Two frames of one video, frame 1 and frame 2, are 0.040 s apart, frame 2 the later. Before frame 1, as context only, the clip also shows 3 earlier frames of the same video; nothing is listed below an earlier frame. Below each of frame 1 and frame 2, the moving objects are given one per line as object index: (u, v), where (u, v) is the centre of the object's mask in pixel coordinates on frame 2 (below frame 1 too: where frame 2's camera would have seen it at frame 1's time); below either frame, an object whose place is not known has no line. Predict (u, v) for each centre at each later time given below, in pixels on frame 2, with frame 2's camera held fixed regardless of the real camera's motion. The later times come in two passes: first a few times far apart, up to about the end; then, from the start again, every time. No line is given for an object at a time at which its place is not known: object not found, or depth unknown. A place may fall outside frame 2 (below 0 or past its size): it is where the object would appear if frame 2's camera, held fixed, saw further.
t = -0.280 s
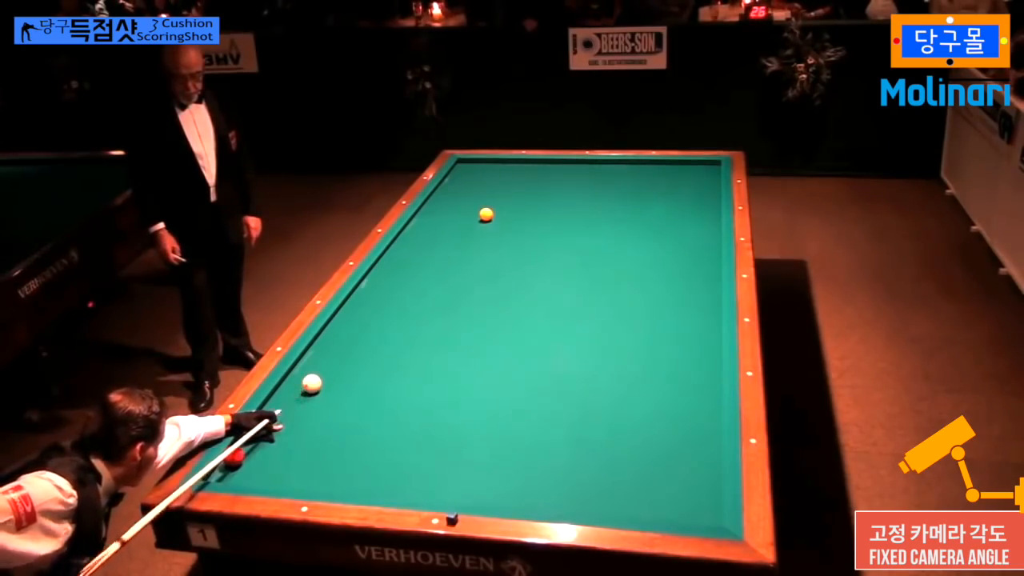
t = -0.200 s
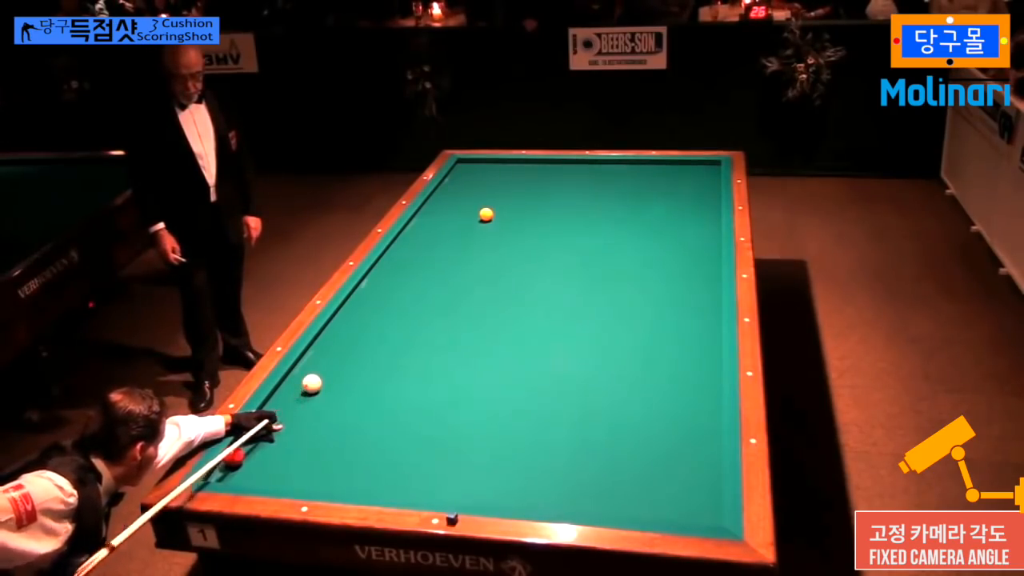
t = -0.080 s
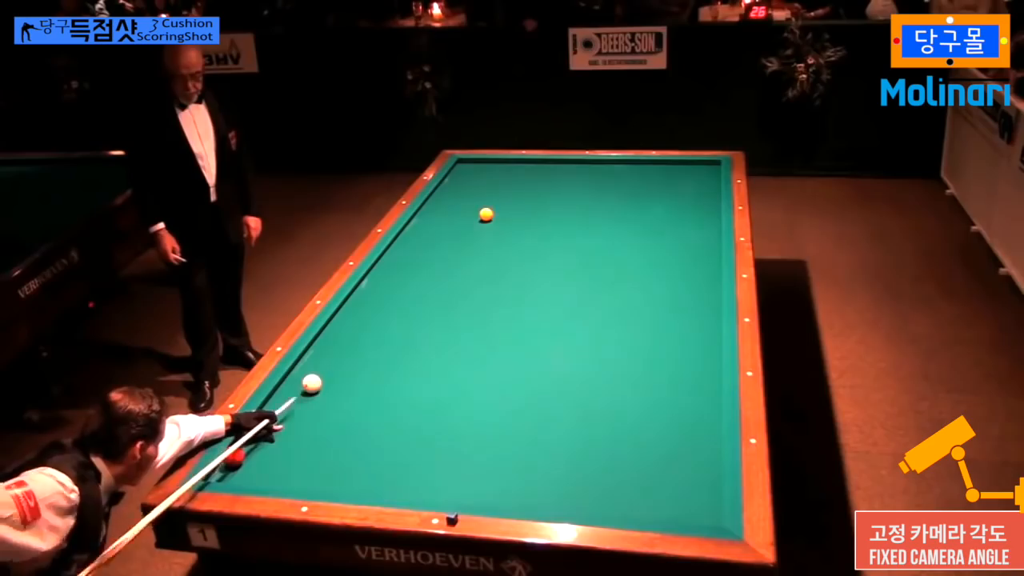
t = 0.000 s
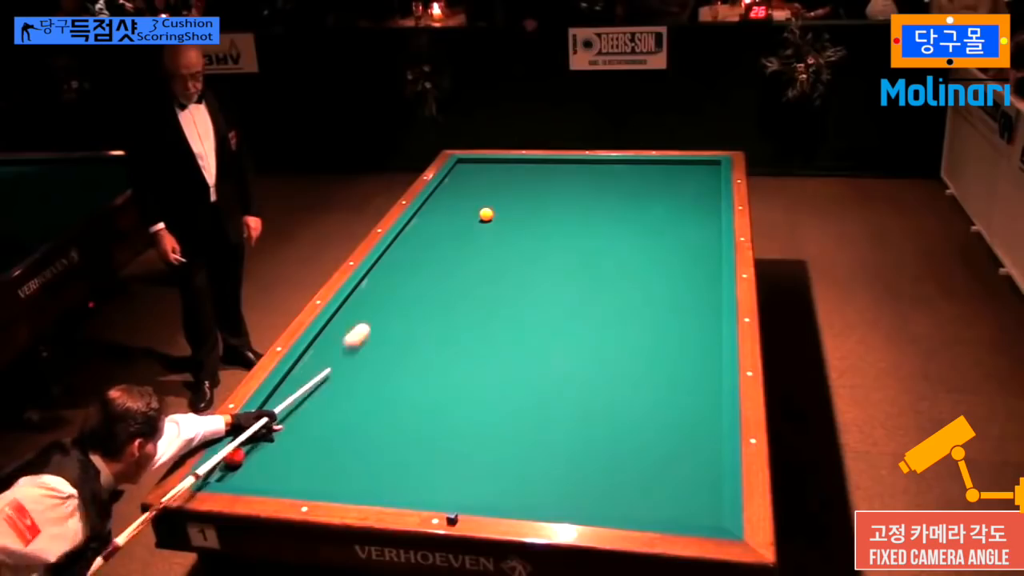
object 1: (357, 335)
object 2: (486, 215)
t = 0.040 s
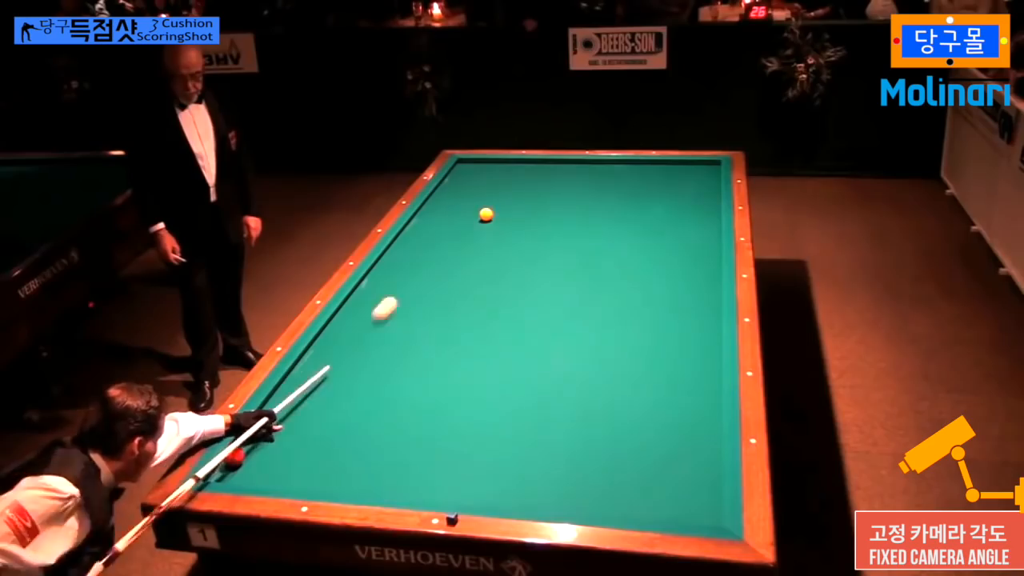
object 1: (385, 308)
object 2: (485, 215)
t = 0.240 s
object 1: (470, 215)
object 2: (501, 207)
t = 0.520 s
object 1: (459, 189)
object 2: (621, 176)
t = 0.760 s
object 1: (507, 171)
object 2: (664, 223)
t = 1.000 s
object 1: (546, 166)
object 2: (712, 276)
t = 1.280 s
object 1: (588, 179)
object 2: (673, 337)
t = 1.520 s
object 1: (627, 191)
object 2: (631, 404)
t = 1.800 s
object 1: (675, 206)
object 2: (568, 502)
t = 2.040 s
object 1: (711, 220)
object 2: (517, 436)
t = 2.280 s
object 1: (681, 233)
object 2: (476, 389)
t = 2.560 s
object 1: (647, 249)
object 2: (436, 345)
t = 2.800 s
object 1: (616, 264)
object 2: (408, 314)
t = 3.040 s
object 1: (584, 280)
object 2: (383, 287)
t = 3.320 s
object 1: (545, 299)
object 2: (398, 262)
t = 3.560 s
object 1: (510, 316)
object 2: (433, 244)
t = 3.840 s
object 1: (467, 338)
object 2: (469, 225)
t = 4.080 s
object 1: (428, 357)
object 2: (497, 210)
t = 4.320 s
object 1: (386, 377)
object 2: (523, 196)
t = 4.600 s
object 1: (336, 402)
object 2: (551, 182)
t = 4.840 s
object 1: (291, 424)
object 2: (573, 171)
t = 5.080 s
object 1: (248, 445)
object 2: (593, 162)
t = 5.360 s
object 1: (243, 446)
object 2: (614, 170)
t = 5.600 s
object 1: (248, 446)
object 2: (631, 176)
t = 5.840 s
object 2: (650, 183)
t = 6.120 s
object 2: (671, 191)
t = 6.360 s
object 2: (691, 199)
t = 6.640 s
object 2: (713, 207)
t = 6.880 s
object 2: (705, 214)
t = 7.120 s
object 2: (694, 220)
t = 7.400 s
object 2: (681, 227)
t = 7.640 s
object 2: (670, 233)
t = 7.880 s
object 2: (658, 239)
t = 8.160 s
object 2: (645, 246)
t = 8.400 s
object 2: (634, 252)
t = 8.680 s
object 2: (622, 259)
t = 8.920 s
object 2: (611, 265)
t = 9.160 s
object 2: (601, 271)
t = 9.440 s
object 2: (589, 277)
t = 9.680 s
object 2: (579, 283)
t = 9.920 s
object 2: (569, 288)
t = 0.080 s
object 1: (410, 284)
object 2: (485, 215)
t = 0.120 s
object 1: (432, 262)
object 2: (485, 215)
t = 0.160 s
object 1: (452, 242)
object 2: (485, 215)
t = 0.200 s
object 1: (470, 224)
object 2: (486, 215)
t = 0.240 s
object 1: (470, 215)
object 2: (501, 207)
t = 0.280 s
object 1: (460, 211)
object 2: (526, 196)
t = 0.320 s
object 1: (450, 207)
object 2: (549, 186)
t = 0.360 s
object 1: (442, 203)
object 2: (571, 176)
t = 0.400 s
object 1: (433, 199)
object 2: (592, 167)
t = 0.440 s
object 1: (439, 196)
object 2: (608, 161)
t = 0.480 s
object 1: (449, 192)
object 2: (615, 168)
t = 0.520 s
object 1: (459, 189)
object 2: (621, 176)
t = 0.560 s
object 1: (468, 186)
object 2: (628, 183)
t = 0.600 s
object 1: (476, 183)
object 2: (634, 190)
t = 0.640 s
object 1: (484, 179)
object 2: (642, 199)
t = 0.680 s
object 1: (492, 176)
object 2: (649, 207)
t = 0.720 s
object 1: (499, 174)
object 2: (656, 215)
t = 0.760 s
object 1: (507, 171)
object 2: (664, 223)
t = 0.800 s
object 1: (515, 168)
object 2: (672, 231)
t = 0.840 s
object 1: (522, 165)
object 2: (679, 240)
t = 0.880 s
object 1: (529, 162)
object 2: (688, 249)
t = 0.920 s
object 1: (536, 161)
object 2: (696, 258)
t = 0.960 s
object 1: (541, 163)
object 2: (704, 267)
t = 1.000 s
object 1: (546, 166)
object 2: (712, 276)
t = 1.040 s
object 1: (552, 168)
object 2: (710, 284)
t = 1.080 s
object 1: (558, 170)
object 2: (703, 292)
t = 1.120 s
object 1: (564, 172)
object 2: (697, 301)
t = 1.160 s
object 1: (570, 174)
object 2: (691, 309)
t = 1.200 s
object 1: (576, 176)
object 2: (685, 318)
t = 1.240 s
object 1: (582, 177)
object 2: (679, 328)
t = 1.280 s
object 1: (588, 179)
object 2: (673, 337)
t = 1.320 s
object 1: (594, 181)
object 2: (667, 348)
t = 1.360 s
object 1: (601, 183)
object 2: (660, 358)
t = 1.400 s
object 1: (607, 185)
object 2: (654, 368)
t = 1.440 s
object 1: (614, 187)
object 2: (646, 380)
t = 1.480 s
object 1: (620, 189)
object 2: (639, 392)
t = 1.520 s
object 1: (627, 191)
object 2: (631, 404)
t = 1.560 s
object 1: (634, 193)
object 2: (623, 416)
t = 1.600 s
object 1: (640, 195)
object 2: (615, 429)
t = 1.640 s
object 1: (647, 197)
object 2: (607, 443)
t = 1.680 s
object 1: (654, 199)
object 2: (597, 458)
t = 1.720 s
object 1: (661, 201)
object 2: (588, 473)
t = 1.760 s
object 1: (668, 203)
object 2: (578, 489)
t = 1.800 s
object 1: (675, 206)
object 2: (568, 502)
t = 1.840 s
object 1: (683, 208)
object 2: (558, 497)
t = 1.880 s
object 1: (690, 210)
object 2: (549, 483)
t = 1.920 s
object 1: (697, 212)
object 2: (540, 469)
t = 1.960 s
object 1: (705, 215)
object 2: (532, 457)
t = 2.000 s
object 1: (712, 217)
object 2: (524, 446)
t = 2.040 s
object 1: (711, 220)
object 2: (517, 436)
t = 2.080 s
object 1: (706, 222)
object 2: (510, 426)
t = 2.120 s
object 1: (700, 224)
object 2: (503, 418)
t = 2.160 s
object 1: (695, 226)
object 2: (496, 410)
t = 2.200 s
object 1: (691, 228)
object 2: (489, 403)
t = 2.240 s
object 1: (686, 231)
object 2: (482, 396)
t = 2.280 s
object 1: (681, 233)
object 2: (476, 389)
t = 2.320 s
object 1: (677, 235)
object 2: (470, 382)
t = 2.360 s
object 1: (672, 237)
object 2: (464, 375)
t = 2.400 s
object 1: (667, 240)
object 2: (458, 369)
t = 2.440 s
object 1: (662, 242)
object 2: (452, 363)
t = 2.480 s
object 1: (657, 245)
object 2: (447, 356)
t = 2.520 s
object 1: (652, 247)
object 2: (441, 351)
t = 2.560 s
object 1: (647, 249)
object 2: (436, 345)
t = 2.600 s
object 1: (642, 252)
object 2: (431, 340)
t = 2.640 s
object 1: (637, 254)
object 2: (426, 334)
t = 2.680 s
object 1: (632, 257)
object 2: (421, 329)
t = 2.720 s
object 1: (627, 259)
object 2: (417, 324)
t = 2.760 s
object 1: (622, 262)
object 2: (412, 319)
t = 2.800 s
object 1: (616, 264)
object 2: (408, 314)
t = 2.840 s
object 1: (611, 267)
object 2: (403, 309)
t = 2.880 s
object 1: (606, 270)
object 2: (399, 305)
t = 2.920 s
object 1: (600, 272)
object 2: (394, 300)
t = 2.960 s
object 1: (595, 275)
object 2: (390, 295)
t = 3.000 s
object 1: (590, 278)
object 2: (386, 291)
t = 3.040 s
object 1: (584, 280)
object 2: (383, 287)
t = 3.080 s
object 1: (579, 283)
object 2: (379, 283)
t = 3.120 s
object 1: (573, 285)
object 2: (375, 279)
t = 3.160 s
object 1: (568, 288)
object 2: (372, 275)
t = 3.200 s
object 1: (562, 291)
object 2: (378, 271)
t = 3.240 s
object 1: (556, 294)
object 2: (386, 268)
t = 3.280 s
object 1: (551, 297)
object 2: (392, 265)
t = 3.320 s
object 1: (545, 299)
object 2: (398, 262)
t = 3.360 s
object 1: (539, 302)
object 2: (404, 259)
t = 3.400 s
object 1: (534, 305)
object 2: (410, 256)
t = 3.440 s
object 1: (527, 308)
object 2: (416, 253)
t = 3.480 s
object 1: (522, 311)
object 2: (422, 250)
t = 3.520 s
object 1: (516, 313)
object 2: (427, 247)
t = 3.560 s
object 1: (510, 316)
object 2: (433, 244)
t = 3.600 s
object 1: (504, 319)
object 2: (438, 241)
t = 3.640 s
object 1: (498, 322)
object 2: (444, 239)
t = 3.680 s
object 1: (492, 325)
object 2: (449, 236)
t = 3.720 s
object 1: (485, 328)
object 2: (454, 233)
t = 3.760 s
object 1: (479, 331)
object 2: (459, 230)
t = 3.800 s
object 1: (473, 334)
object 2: (464, 228)
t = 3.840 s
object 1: (467, 338)
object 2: (469, 225)
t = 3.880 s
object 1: (460, 341)
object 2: (474, 222)
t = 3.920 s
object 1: (454, 344)
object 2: (479, 220)
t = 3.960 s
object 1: (448, 346)
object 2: (483, 217)
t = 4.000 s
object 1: (441, 350)
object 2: (488, 215)
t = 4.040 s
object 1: (434, 353)
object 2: (493, 213)
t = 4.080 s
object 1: (428, 357)
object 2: (497, 210)
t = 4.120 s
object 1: (421, 360)
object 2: (502, 208)
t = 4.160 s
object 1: (414, 363)
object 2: (506, 206)
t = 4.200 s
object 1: (407, 367)
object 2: (510, 203)
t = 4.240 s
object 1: (400, 370)
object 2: (515, 201)
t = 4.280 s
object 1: (393, 374)
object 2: (519, 199)
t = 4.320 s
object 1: (386, 377)
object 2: (523, 196)
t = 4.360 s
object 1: (379, 381)
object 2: (528, 194)
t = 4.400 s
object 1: (372, 384)
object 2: (532, 192)
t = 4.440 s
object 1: (365, 388)
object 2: (536, 190)
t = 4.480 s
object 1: (358, 391)
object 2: (540, 188)
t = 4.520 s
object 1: (351, 394)
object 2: (544, 186)
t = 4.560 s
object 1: (343, 398)
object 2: (548, 184)
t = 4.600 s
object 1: (336, 402)
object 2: (551, 182)
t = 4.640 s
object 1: (329, 405)
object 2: (555, 180)
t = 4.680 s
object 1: (321, 409)
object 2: (559, 178)
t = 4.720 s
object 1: (314, 413)
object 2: (562, 176)
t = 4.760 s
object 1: (306, 416)
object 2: (566, 174)
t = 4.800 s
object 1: (299, 421)
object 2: (570, 173)
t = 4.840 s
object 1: (291, 424)
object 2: (573, 171)
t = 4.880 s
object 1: (283, 428)
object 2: (577, 169)
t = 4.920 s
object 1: (275, 432)
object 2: (580, 167)
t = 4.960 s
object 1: (268, 436)
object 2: (583, 165)
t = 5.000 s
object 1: (260, 440)
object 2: (587, 164)
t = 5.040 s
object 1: (253, 444)
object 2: (590, 162)
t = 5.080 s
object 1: (248, 445)
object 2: (593, 162)
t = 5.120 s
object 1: (246, 445)
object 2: (596, 164)
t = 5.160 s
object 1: (244, 446)
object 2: (599, 165)
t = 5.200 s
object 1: (241, 446)
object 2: (602, 166)
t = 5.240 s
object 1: (239, 446)
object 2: (605, 167)
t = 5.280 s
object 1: (240, 446)
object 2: (607, 168)
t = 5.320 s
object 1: (241, 446)
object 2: (611, 169)
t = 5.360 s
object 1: (243, 446)
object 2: (614, 170)
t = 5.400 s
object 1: (244, 447)
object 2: (617, 171)
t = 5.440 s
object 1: (245, 446)
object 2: (620, 172)
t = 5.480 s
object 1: (246, 446)
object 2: (623, 173)
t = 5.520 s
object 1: (247, 446)
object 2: (625, 174)
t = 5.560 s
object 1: (248, 446)
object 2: (628, 175)
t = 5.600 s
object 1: (248, 446)
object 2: (631, 176)
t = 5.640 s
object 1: (250, 446)
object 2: (634, 177)
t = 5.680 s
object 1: (251, 445)
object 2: (638, 179)
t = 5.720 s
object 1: (252, 445)
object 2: (641, 180)
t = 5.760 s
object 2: (644, 181)
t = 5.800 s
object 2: (647, 182)
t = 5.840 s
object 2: (650, 183)
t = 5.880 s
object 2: (653, 184)
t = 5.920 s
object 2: (656, 186)
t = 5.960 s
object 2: (659, 187)
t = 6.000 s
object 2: (662, 188)
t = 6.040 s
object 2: (665, 189)
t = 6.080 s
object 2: (668, 190)
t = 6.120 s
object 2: (671, 191)
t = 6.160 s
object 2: (675, 193)
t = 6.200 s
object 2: (678, 194)
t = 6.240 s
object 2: (681, 195)
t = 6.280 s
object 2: (684, 196)
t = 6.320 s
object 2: (687, 197)
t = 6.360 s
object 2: (691, 199)
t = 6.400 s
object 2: (694, 200)
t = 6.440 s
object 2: (697, 201)
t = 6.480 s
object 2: (700, 202)
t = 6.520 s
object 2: (703, 203)
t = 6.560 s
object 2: (707, 205)
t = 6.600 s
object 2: (710, 206)
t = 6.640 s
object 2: (713, 207)
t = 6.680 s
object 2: (714, 208)
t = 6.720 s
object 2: (713, 209)
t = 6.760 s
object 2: (711, 210)
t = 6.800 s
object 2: (709, 211)
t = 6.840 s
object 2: (707, 213)
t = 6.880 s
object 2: (705, 214)
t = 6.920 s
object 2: (703, 215)
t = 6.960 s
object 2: (701, 215)
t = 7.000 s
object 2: (700, 216)
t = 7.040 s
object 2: (697, 218)
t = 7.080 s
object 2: (695, 219)
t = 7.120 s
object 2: (694, 220)
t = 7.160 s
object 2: (692, 221)
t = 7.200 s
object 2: (690, 222)
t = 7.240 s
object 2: (688, 223)
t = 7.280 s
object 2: (686, 224)
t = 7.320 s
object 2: (684, 225)
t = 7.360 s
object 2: (682, 226)
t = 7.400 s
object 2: (681, 227)
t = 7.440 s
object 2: (679, 228)
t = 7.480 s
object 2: (677, 229)
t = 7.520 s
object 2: (675, 230)
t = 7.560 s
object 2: (673, 231)
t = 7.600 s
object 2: (671, 232)
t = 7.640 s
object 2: (670, 233)
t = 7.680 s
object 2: (668, 234)
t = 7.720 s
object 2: (666, 235)
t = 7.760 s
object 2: (664, 236)
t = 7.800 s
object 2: (662, 237)
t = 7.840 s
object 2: (660, 238)
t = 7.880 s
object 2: (658, 239)
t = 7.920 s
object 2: (656, 240)
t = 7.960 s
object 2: (655, 241)
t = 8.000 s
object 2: (653, 242)
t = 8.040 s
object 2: (651, 243)
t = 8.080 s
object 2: (649, 244)
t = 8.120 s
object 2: (647, 245)
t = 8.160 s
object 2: (645, 246)
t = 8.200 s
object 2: (644, 247)
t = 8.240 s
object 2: (642, 248)
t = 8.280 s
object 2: (640, 249)
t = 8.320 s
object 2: (638, 250)
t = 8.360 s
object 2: (636, 251)
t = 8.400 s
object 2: (634, 252)
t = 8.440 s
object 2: (633, 253)
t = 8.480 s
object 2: (631, 254)
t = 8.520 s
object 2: (629, 255)
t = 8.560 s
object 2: (627, 256)
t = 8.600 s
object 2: (625, 257)
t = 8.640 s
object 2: (623, 258)
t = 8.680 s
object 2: (622, 259)
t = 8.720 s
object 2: (620, 260)
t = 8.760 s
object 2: (618, 261)
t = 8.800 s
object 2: (616, 262)
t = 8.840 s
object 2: (614, 263)
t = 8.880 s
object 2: (613, 264)
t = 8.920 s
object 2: (611, 265)
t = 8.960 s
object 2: (609, 266)
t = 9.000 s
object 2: (608, 267)
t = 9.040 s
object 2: (606, 268)
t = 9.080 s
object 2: (604, 269)
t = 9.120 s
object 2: (602, 270)
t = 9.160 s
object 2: (601, 271)
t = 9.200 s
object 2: (599, 271)
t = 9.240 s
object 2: (597, 272)
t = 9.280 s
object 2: (595, 273)
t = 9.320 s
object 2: (594, 274)
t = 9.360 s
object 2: (592, 275)
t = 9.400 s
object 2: (590, 276)
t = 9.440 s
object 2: (589, 277)
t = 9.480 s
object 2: (587, 278)
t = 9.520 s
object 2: (585, 279)
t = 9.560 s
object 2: (584, 280)
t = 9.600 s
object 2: (582, 281)
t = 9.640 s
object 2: (581, 282)
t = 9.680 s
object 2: (579, 283)
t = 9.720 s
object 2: (577, 283)
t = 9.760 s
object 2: (576, 284)
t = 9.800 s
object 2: (574, 285)
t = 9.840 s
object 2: (573, 285)
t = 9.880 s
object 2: (571, 287)
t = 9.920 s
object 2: (569, 288)
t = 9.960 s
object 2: (568, 289)
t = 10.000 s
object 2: (566, 289)
